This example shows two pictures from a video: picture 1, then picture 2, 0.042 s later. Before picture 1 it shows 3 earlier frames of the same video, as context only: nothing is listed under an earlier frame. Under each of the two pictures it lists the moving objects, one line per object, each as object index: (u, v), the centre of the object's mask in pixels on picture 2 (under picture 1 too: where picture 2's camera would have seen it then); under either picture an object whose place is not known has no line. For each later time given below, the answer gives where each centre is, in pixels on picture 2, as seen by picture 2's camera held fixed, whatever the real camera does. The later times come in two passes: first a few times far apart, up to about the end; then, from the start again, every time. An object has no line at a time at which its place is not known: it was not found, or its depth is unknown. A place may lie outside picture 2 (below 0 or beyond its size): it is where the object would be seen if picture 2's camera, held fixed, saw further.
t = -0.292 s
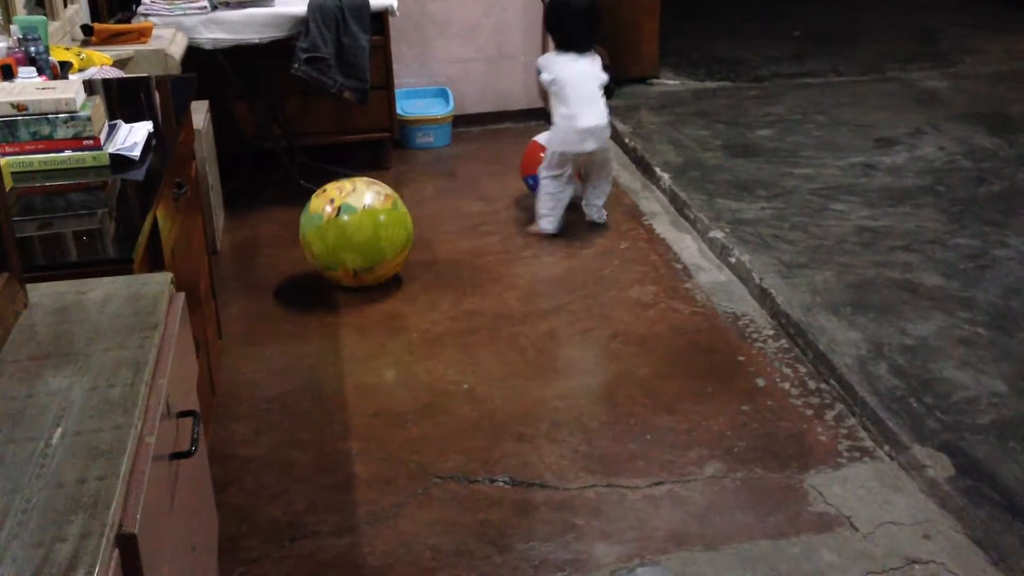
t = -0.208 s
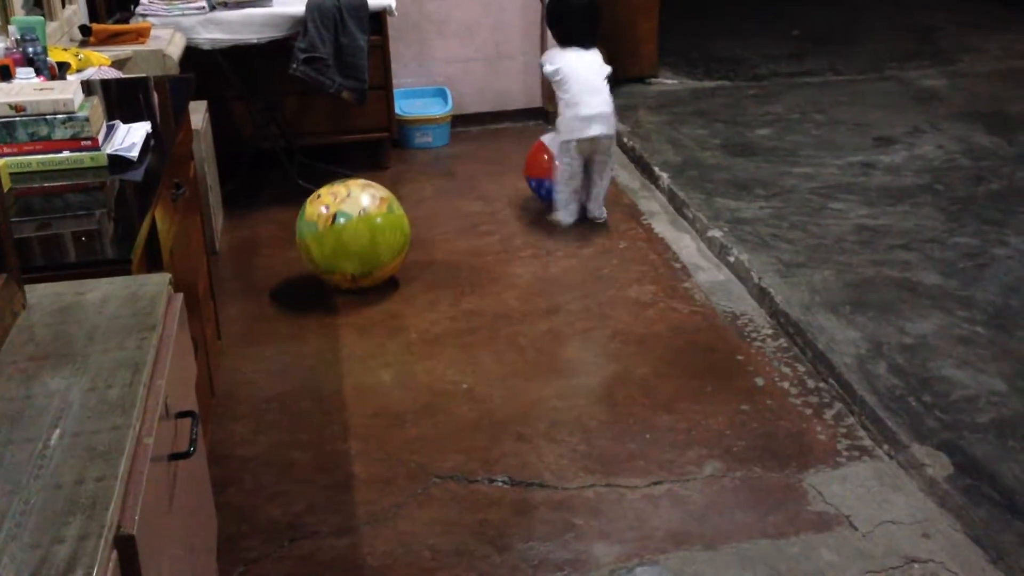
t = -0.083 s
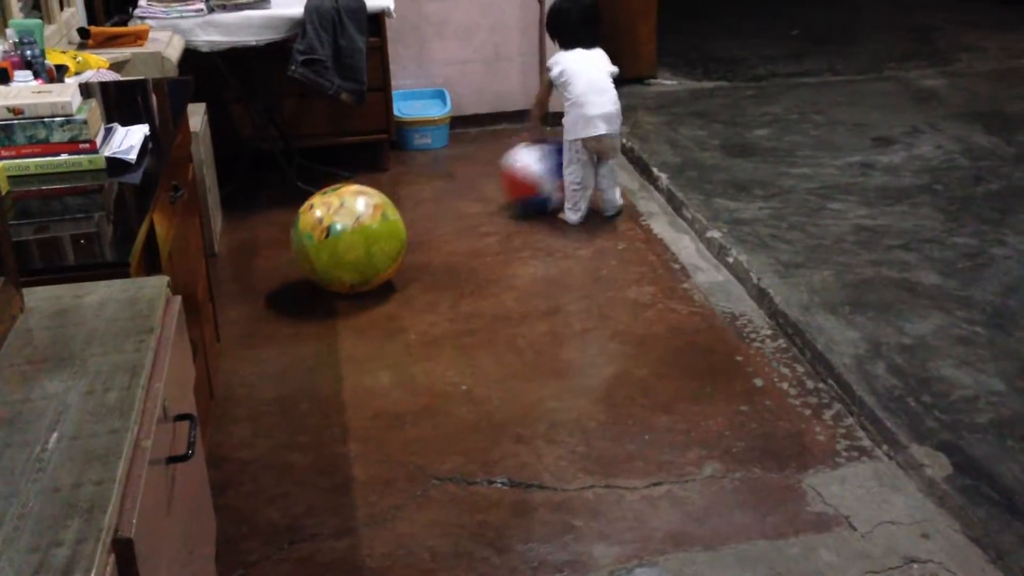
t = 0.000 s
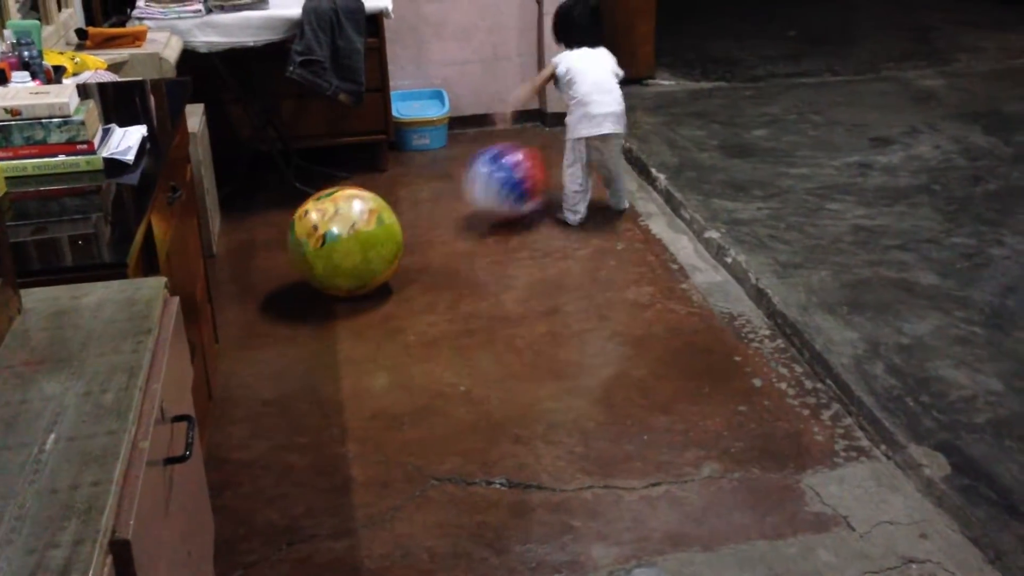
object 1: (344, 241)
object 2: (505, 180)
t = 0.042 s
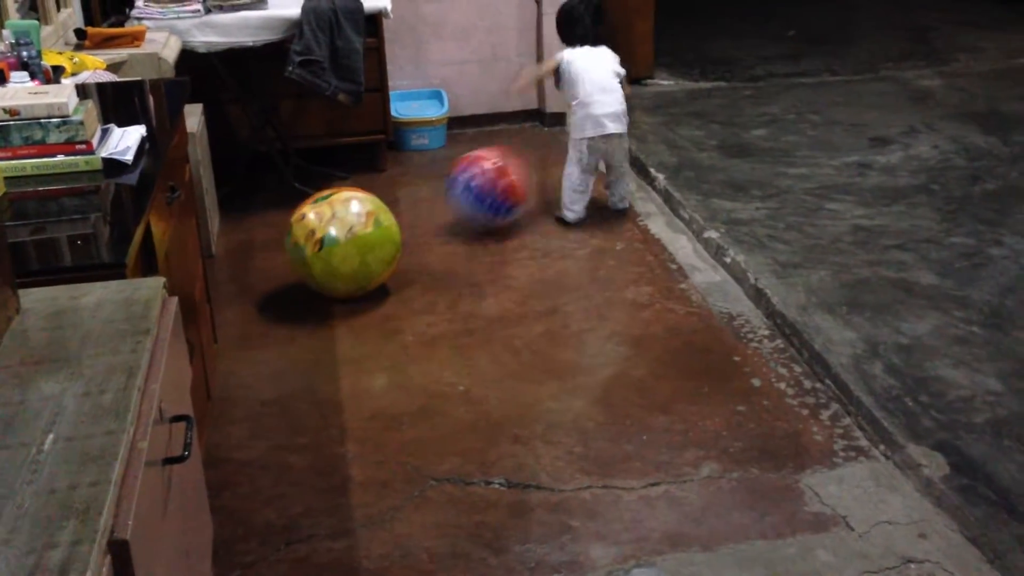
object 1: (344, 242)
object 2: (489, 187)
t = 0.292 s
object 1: (331, 252)
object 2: (402, 218)
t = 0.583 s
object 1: (281, 281)
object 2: (368, 219)
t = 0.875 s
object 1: (283, 287)
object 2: (341, 213)
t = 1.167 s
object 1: (314, 274)
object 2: (307, 198)
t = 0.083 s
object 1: (343, 243)
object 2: (470, 196)
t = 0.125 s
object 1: (342, 244)
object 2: (451, 200)
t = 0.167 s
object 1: (341, 245)
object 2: (434, 206)
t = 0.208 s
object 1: (340, 247)
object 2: (421, 209)
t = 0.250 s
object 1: (338, 248)
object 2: (411, 213)
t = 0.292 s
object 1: (331, 252)
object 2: (402, 218)
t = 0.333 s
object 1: (323, 257)
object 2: (398, 220)
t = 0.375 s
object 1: (315, 262)
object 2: (392, 219)
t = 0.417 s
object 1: (308, 266)
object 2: (387, 217)
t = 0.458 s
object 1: (302, 271)
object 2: (382, 219)
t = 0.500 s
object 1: (297, 274)
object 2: (377, 219)
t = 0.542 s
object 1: (289, 278)
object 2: (372, 218)
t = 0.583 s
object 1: (281, 281)
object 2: (368, 219)
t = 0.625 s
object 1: (276, 285)
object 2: (363, 218)
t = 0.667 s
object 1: (270, 290)
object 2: (360, 218)
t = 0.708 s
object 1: (266, 293)
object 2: (356, 217)
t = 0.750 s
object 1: (266, 292)
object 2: (353, 217)
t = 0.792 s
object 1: (270, 290)
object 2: (348, 216)
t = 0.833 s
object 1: (277, 290)
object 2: (345, 215)
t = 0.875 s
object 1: (283, 287)
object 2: (341, 213)
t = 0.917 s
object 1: (287, 286)
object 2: (338, 211)
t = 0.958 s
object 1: (293, 285)
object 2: (334, 209)
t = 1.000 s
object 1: (297, 282)
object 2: (329, 205)
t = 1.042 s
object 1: (302, 281)
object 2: (323, 203)
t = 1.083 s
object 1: (307, 278)
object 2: (318, 201)
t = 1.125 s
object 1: (311, 276)
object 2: (312, 199)
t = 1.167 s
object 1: (314, 274)
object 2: (307, 198)
